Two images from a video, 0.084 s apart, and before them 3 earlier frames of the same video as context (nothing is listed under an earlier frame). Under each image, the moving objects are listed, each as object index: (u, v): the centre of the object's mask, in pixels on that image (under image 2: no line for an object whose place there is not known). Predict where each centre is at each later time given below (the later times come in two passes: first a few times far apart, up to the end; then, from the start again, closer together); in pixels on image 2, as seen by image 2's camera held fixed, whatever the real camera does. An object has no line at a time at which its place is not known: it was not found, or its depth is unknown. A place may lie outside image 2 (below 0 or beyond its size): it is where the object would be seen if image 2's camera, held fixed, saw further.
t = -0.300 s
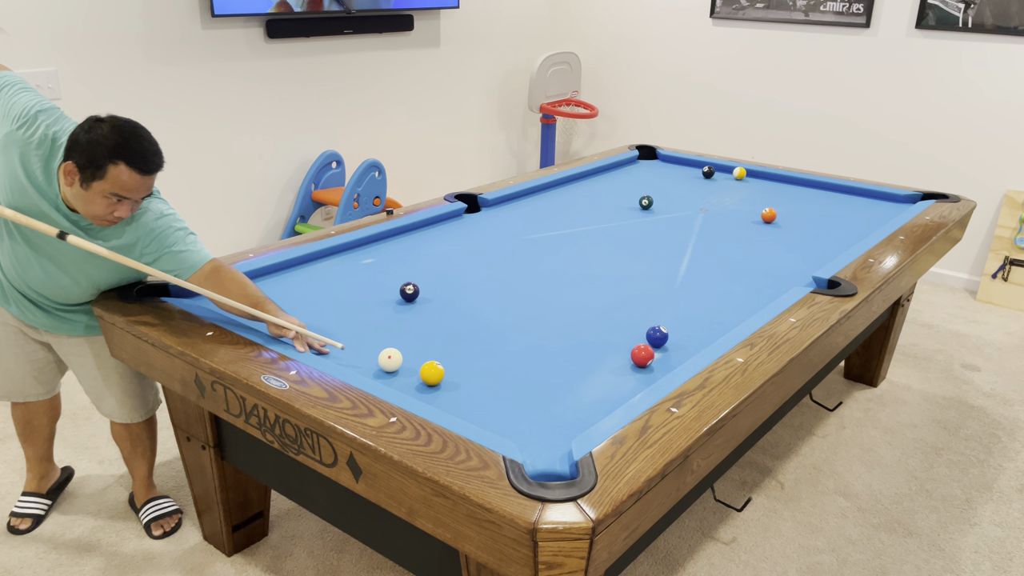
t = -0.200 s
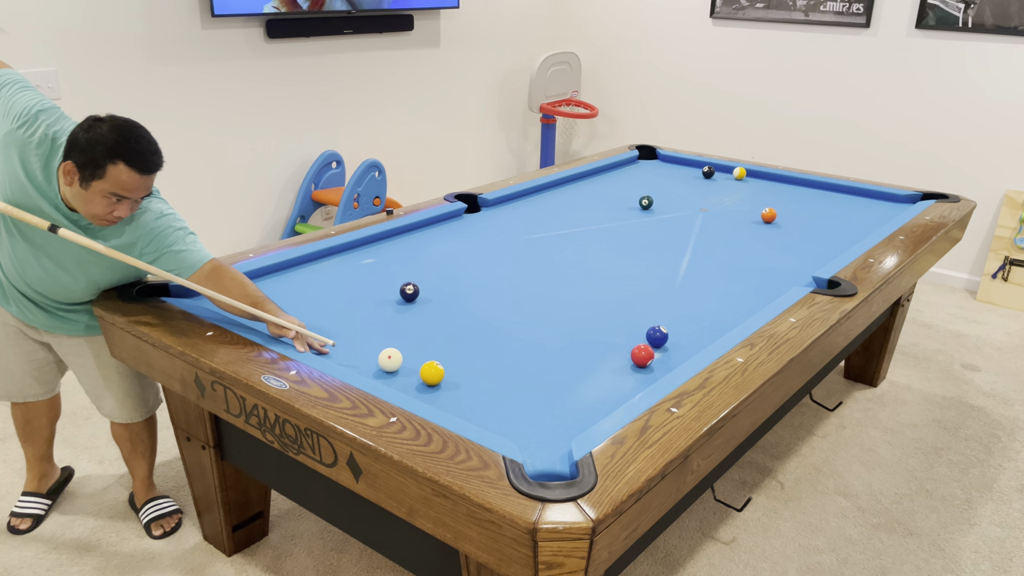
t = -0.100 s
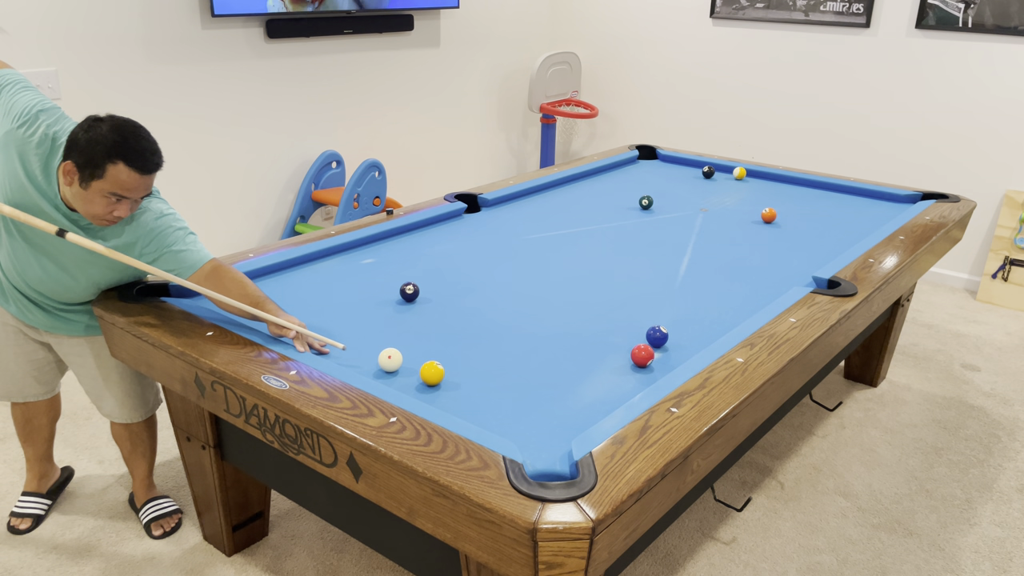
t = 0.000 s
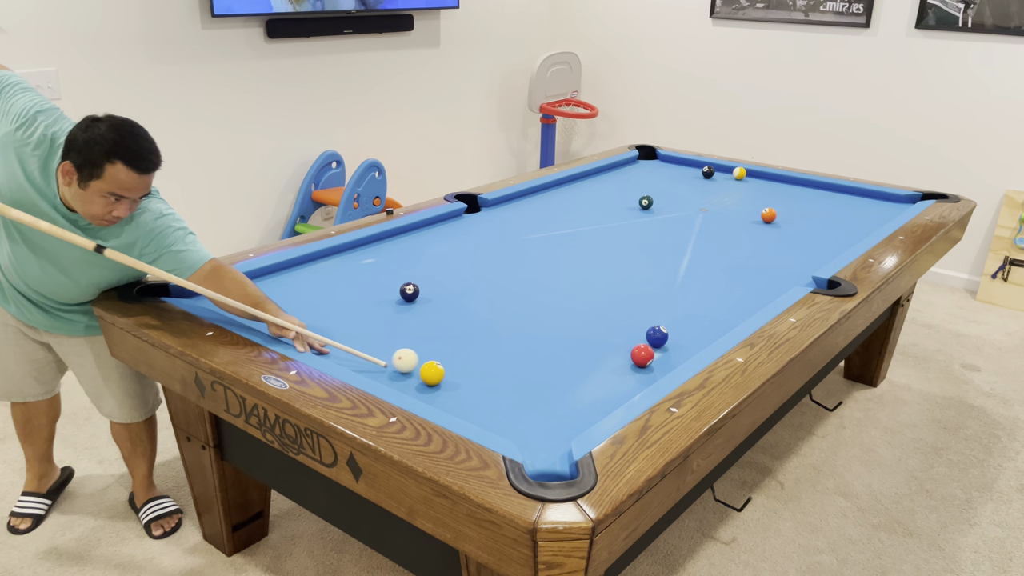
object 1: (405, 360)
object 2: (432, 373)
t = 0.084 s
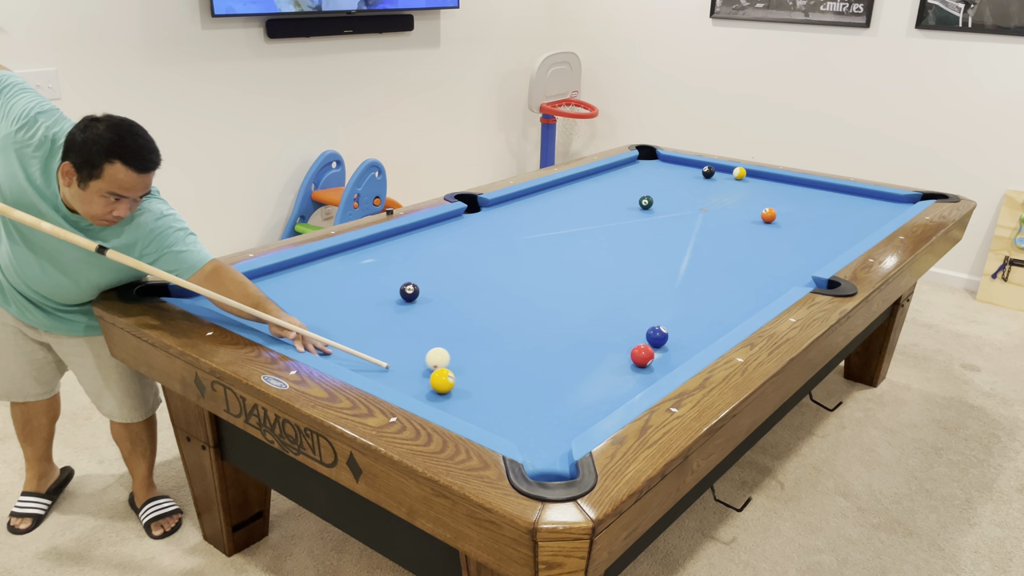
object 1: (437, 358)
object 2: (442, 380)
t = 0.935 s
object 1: (540, 318)
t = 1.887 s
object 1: (603, 287)
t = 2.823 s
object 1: (645, 267)
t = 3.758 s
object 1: (671, 255)
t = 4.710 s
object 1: (683, 248)
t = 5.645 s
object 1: (688, 247)
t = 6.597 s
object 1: (688, 248)
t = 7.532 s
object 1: (688, 248)
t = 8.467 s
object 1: (688, 248)
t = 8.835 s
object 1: (688, 248)
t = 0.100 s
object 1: (442, 358)
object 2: (445, 383)
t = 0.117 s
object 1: (446, 357)
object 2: (448, 385)
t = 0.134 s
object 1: (450, 356)
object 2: (451, 387)
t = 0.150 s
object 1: (454, 355)
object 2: (453, 389)
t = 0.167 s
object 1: (457, 354)
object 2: (456, 391)
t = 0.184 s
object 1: (461, 353)
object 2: (459, 392)
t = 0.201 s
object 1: (463, 352)
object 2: (461, 394)
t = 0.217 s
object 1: (466, 351)
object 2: (464, 396)
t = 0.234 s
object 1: (468, 350)
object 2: (467, 398)
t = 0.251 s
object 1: (470, 349)
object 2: (469, 400)
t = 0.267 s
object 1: (472, 348)
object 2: (472, 402)
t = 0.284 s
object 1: (474, 347)
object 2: (475, 404)
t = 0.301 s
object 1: (476, 347)
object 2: (478, 406)
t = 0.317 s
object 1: (478, 346)
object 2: (480, 408)
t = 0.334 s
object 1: (480, 345)
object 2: (483, 410)
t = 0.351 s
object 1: (482, 344)
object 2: (486, 412)
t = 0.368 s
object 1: (484, 343)
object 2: (489, 415)
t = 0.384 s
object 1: (486, 342)
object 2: (492, 417)
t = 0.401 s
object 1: (488, 341)
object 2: (495, 419)
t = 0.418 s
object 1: (490, 341)
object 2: (498, 421)
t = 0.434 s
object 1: (491, 340)
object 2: (500, 422)
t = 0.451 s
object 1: (493, 339)
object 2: (503, 425)
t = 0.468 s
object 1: (495, 338)
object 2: (507, 426)
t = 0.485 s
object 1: (497, 337)
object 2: (510, 428)
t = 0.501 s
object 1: (499, 337)
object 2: (513, 430)
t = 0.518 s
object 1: (500, 336)
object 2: (516, 432)
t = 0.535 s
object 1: (502, 335)
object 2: (519, 435)
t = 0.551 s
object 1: (504, 334)
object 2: (522, 437)
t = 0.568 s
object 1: (506, 333)
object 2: (525, 440)
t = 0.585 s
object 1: (507, 333)
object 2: (528, 442)
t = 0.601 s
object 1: (509, 332)
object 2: (531, 445)
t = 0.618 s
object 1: (511, 331)
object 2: (534, 447)
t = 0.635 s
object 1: (512, 330)
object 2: (537, 449)
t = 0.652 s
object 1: (514, 330)
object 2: (540, 452)
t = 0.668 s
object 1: (516, 329)
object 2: (543, 454)
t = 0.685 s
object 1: (517, 328)
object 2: (547, 457)
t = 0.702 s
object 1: (519, 328)
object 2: (550, 461)
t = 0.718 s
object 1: (520, 327)
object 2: (553, 465)
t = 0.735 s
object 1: (522, 326)
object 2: (556, 470)
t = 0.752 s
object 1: (523, 325)
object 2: (558, 474)
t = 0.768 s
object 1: (525, 325)
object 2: (560, 477)
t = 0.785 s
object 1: (526, 324)
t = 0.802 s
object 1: (528, 323)
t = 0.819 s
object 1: (529, 323)
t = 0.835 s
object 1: (531, 322)
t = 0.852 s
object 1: (532, 321)
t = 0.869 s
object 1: (534, 320)
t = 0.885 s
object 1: (535, 320)
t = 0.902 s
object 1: (537, 319)
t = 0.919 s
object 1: (538, 318)
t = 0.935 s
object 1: (540, 318)
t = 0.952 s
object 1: (541, 317)
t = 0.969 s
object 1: (542, 317)
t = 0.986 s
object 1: (544, 316)
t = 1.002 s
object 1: (545, 315)
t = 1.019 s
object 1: (546, 314)
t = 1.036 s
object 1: (548, 314)
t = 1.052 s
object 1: (549, 313)
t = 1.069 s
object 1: (550, 313)
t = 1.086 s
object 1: (552, 312)
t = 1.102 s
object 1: (553, 311)
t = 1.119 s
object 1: (554, 311)
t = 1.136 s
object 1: (556, 310)
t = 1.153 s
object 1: (557, 310)
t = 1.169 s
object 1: (558, 309)
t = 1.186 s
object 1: (559, 308)
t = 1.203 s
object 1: (561, 308)
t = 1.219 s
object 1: (562, 307)
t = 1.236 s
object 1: (563, 307)
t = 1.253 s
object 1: (564, 306)
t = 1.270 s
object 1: (565, 305)
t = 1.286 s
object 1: (566, 305)
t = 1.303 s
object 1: (568, 304)
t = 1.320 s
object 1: (569, 304)
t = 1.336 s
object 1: (570, 303)
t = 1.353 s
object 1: (571, 302)
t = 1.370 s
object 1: (572, 302)
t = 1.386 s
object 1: (573, 301)
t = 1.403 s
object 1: (574, 301)
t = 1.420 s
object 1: (576, 300)
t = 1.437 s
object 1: (577, 300)
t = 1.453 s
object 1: (578, 299)
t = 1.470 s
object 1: (579, 299)
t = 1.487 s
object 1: (580, 298)
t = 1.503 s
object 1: (581, 298)
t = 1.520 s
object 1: (582, 297)
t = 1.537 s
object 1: (583, 297)
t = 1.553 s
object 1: (584, 296)
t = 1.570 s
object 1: (585, 296)
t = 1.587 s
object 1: (586, 295)
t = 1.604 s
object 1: (587, 294)
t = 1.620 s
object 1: (588, 294)
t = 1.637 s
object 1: (589, 294)
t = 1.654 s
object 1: (590, 293)
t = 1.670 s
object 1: (591, 293)
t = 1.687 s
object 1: (592, 292)
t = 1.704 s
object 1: (593, 292)
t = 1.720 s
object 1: (594, 291)
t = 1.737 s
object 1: (595, 291)
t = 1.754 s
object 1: (596, 290)
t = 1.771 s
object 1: (597, 290)
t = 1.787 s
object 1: (598, 289)
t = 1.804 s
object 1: (599, 289)
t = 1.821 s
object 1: (600, 289)
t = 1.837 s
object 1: (601, 288)
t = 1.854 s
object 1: (602, 287)
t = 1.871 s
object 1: (603, 287)
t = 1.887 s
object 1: (603, 287)
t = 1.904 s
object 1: (604, 286)
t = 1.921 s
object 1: (605, 286)
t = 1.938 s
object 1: (606, 285)
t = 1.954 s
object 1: (607, 285)
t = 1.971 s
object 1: (608, 284)
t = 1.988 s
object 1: (609, 284)
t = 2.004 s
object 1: (609, 283)
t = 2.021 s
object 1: (610, 283)
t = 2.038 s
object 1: (611, 283)
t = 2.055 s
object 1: (612, 282)
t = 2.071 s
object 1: (613, 282)
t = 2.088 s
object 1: (614, 282)
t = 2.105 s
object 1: (614, 281)
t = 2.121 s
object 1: (615, 281)
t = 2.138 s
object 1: (616, 280)
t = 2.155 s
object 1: (617, 280)
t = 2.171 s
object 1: (617, 280)
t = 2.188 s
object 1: (618, 279)
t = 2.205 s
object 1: (619, 279)
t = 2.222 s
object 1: (620, 279)
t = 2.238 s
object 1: (621, 278)
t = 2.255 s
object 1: (621, 278)
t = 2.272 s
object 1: (622, 277)
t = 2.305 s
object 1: (624, 277)
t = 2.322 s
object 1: (625, 276)
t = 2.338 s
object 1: (625, 276)
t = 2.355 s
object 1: (626, 276)
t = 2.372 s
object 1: (627, 275)
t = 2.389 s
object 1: (628, 275)
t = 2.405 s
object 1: (628, 275)
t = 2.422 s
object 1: (629, 274)
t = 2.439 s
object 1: (630, 274)
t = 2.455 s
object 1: (631, 274)
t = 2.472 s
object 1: (631, 273)
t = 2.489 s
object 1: (632, 273)
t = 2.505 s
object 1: (633, 273)
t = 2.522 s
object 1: (633, 272)
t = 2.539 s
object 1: (634, 272)
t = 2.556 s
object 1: (635, 272)
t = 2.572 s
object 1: (635, 271)
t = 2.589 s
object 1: (636, 271)
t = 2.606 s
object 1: (637, 270)
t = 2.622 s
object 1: (637, 270)
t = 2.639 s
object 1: (638, 270)
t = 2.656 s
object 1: (639, 270)
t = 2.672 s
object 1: (639, 269)
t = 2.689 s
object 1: (640, 269)
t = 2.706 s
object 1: (641, 269)
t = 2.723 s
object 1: (641, 269)
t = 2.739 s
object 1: (642, 268)
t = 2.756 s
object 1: (642, 268)
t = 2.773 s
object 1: (643, 268)
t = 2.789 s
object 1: (643, 267)
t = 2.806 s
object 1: (644, 267)
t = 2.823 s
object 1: (645, 267)
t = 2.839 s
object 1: (645, 266)
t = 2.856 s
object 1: (646, 266)
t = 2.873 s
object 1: (647, 266)
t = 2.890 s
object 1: (647, 266)
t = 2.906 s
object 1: (648, 265)
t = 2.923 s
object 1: (648, 265)
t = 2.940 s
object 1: (649, 265)
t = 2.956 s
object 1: (650, 265)
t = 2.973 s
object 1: (650, 265)
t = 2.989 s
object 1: (651, 264)
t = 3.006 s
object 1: (651, 264)
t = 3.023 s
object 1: (652, 264)
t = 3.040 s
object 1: (652, 263)
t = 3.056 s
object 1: (653, 263)
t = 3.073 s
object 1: (653, 263)
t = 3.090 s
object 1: (654, 263)
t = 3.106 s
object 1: (654, 263)
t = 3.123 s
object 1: (655, 262)
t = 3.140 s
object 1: (655, 262)
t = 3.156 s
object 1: (656, 262)
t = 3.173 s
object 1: (657, 262)
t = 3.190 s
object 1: (657, 261)
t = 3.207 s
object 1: (658, 261)
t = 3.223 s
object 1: (658, 261)
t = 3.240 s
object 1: (658, 261)
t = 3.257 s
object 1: (659, 260)
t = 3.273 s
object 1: (659, 260)
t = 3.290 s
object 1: (660, 260)
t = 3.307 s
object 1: (661, 260)
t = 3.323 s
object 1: (661, 260)
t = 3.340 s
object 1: (662, 260)
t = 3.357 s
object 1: (662, 259)
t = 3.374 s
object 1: (662, 259)
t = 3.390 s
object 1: (663, 259)
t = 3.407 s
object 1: (663, 259)
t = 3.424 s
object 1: (664, 259)
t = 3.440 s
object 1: (664, 258)
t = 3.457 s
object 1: (664, 258)
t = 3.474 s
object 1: (665, 258)
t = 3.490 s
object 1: (665, 258)
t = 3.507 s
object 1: (666, 257)
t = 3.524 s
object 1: (666, 257)
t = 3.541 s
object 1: (667, 257)
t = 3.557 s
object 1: (667, 257)
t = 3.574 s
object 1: (667, 257)
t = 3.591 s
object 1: (668, 257)
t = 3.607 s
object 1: (668, 256)
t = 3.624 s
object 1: (668, 256)
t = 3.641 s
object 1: (669, 256)
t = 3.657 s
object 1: (669, 256)
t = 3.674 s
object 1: (669, 256)
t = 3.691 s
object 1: (670, 256)
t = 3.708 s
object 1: (670, 255)
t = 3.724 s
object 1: (670, 255)
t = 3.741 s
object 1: (671, 255)
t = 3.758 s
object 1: (671, 255)
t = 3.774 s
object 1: (671, 255)
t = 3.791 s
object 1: (672, 255)
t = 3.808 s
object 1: (672, 254)
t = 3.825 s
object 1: (672, 254)
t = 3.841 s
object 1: (672, 254)
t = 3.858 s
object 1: (673, 254)
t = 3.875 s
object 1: (673, 254)
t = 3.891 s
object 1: (673, 253)
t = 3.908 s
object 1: (674, 253)
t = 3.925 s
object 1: (674, 253)
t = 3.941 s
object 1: (674, 253)
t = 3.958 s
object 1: (674, 253)
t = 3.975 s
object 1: (675, 253)
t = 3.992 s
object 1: (675, 253)
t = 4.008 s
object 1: (675, 253)
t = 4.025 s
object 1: (676, 252)
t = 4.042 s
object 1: (676, 252)
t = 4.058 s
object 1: (676, 252)
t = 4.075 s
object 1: (676, 252)
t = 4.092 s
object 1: (676, 252)
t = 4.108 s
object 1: (677, 252)
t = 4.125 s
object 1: (677, 252)
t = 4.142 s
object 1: (677, 251)
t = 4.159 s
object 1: (677, 251)
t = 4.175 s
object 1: (678, 251)
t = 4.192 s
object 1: (678, 251)
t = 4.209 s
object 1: (678, 251)
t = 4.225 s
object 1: (678, 251)
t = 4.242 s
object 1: (678, 251)
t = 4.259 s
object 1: (679, 251)
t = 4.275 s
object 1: (679, 251)
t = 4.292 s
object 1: (679, 250)
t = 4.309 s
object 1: (679, 250)
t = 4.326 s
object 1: (680, 250)
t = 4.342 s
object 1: (680, 250)
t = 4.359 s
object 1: (680, 250)
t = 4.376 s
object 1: (680, 250)
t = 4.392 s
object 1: (680, 250)
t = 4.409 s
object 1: (680, 250)
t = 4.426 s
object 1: (681, 250)
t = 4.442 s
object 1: (681, 250)
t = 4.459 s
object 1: (681, 250)
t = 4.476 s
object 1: (681, 249)
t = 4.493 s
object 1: (681, 249)
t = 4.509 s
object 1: (681, 249)
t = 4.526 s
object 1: (681, 249)
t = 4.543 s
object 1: (682, 249)
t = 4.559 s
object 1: (682, 249)
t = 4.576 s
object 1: (682, 249)
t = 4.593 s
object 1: (682, 249)
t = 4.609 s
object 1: (682, 249)
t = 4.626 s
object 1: (682, 249)
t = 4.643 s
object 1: (683, 249)
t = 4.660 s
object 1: (683, 249)
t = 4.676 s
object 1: (683, 249)
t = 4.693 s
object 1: (683, 248)
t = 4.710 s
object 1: (683, 248)
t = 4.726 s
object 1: (683, 248)
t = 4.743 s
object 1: (684, 248)
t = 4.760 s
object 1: (684, 248)
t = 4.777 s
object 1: (684, 248)
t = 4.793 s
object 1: (684, 248)
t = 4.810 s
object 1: (684, 248)
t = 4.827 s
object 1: (684, 248)
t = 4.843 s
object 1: (684, 248)
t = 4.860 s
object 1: (684, 248)
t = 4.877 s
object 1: (684, 248)
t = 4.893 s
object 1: (685, 248)
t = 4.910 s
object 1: (685, 248)
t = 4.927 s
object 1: (685, 248)
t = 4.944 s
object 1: (685, 248)
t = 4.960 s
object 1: (685, 247)
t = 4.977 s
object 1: (685, 247)
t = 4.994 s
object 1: (685, 247)
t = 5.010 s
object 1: (685, 247)
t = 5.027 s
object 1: (686, 247)
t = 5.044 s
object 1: (686, 247)
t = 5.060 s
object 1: (686, 247)
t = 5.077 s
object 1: (686, 247)
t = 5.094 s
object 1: (686, 247)
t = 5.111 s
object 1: (686, 247)
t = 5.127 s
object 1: (686, 247)
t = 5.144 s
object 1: (686, 247)
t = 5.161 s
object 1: (686, 247)
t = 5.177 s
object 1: (686, 247)
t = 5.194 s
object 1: (686, 247)
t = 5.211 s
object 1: (687, 247)
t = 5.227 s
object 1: (687, 247)
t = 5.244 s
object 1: (687, 247)
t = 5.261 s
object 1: (687, 247)
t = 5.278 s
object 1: (687, 247)
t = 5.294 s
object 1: (687, 247)
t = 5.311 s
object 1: (687, 247)
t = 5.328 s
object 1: (687, 247)
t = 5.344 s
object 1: (687, 247)
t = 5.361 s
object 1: (687, 247)
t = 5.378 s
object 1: (687, 247)
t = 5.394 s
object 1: (687, 247)
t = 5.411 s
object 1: (688, 247)
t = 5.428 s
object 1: (688, 247)
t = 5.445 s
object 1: (688, 247)
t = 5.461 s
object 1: (688, 247)
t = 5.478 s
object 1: (688, 247)
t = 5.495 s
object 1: (688, 247)
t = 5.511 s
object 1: (688, 247)
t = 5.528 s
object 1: (688, 247)
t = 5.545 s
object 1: (688, 247)
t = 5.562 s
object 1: (688, 247)
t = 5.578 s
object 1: (688, 247)
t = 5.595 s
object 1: (688, 247)
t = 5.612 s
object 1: (688, 247)
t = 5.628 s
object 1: (688, 247)
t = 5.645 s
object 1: (688, 247)
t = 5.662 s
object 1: (688, 247)
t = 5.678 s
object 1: (688, 247)
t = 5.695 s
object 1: (688, 247)
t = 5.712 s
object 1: (688, 247)
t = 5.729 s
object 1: (688, 247)
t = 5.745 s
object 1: (688, 247)
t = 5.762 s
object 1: (688, 247)
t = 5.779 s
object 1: (688, 247)
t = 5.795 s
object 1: (688, 247)
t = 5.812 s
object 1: (688, 247)
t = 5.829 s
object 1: (688, 247)
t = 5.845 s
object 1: (688, 247)
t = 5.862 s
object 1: (688, 247)
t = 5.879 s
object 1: (688, 247)
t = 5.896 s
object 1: (688, 247)
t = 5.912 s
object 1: (688, 247)
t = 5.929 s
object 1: (688, 247)
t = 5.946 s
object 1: (688, 247)
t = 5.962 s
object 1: (688, 247)
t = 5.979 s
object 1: (688, 247)
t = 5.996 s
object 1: (688, 247)
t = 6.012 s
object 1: (688, 247)
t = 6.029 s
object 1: (688, 247)
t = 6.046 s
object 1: (688, 247)
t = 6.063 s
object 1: (688, 247)
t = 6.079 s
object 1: (688, 247)
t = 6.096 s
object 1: (688, 247)
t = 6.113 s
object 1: (688, 247)
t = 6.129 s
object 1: (688, 247)
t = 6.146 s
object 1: (688, 247)
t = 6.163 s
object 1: (688, 247)
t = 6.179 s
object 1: (688, 247)
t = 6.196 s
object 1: (688, 247)
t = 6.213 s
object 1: (688, 247)
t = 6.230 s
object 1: (688, 247)
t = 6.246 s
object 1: (688, 248)
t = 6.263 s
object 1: (688, 247)
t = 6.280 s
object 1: (688, 247)
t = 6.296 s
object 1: (688, 247)
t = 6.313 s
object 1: (688, 247)
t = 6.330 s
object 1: (688, 248)
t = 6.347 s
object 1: (688, 247)
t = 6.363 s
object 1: (688, 247)
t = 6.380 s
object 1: (688, 247)
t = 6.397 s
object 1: (688, 248)
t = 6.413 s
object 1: (688, 248)
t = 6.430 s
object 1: (688, 248)
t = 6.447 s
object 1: (688, 248)
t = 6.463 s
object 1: (688, 248)
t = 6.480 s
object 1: (688, 248)
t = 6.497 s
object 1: (688, 248)
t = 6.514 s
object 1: (688, 248)
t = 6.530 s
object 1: (688, 248)
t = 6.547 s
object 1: (688, 248)
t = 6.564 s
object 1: (688, 248)
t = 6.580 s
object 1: (688, 248)
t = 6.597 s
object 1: (688, 248)
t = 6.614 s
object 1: (688, 248)
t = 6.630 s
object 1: (688, 248)
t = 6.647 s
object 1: (688, 248)
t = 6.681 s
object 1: (688, 248)
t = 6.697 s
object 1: (688, 248)
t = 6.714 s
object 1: (688, 248)
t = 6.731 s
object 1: (688, 248)
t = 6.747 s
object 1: (688, 248)
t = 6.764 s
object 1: (688, 248)
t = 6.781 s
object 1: (688, 248)
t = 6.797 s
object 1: (688, 248)
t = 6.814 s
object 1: (688, 248)
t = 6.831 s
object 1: (688, 248)
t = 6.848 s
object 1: (688, 248)
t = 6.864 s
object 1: (688, 248)
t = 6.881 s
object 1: (688, 248)
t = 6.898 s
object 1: (688, 248)
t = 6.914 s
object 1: (688, 248)
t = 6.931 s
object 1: (688, 248)
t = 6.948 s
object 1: (688, 248)
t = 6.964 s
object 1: (688, 248)
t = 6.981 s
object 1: (688, 248)
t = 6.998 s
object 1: (688, 248)
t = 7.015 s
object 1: (688, 248)
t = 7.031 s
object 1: (688, 248)
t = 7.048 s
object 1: (688, 248)
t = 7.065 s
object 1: (688, 248)
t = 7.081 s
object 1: (688, 248)
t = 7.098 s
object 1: (688, 248)
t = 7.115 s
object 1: (688, 248)
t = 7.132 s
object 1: (688, 248)
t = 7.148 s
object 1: (688, 248)
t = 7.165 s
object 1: (688, 248)
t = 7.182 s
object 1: (688, 248)
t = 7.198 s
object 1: (688, 248)
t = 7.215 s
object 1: (688, 248)
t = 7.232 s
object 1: (688, 248)
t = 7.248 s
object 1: (688, 248)
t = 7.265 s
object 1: (688, 248)
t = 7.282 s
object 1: (688, 248)
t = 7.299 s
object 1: (688, 248)
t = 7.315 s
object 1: (688, 248)
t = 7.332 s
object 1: (688, 248)
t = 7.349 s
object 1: (688, 248)
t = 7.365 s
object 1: (688, 248)
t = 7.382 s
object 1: (688, 248)
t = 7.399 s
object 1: (688, 248)
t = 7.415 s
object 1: (688, 248)
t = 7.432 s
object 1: (688, 248)
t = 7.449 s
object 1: (688, 248)
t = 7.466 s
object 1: (688, 248)
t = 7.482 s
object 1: (688, 248)
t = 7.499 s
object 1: (688, 248)
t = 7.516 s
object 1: (688, 248)
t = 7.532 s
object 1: (688, 248)
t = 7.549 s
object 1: (688, 248)
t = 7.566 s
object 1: (688, 248)
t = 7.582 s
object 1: (688, 248)
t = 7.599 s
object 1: (688, 248)
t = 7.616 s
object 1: (688, 248)
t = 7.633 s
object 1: (688, 248)
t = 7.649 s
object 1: (688, 248)
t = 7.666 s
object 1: (688, 248)
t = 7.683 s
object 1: (688, 248)
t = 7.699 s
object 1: (688, 248)
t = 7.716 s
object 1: (688, 248)
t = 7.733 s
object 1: (688, 248)
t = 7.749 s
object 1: (688, 248)
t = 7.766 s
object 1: (688, 248)
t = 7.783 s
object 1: (688, 248)
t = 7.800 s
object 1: (688, 248)
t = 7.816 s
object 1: (688, 248)
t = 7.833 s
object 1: (688, 248)
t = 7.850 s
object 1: (688, 248)
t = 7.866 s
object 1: (688, 248)
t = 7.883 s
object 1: (688, 248)
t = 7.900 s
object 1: (688, 248)
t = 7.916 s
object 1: (688, 248)
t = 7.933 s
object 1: (688, 248)
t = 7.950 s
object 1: (688, 248)
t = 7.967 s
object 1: (688, 248)
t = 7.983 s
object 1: (688, 248)
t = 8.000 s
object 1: (688, 248)
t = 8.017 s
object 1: (688, 248)
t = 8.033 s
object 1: (688, 248)
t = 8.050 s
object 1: (688, 248)
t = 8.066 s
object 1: (688, 248)
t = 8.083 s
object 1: (688, 248)
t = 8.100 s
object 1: (688, 248)
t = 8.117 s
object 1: (688, 248)
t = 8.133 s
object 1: (688, 248)
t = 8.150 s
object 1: (688, 248)
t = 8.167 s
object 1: (688, 248)
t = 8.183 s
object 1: (688, 248)
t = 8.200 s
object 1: (688, 248)
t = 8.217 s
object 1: (688, 248)
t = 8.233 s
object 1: (688, 248)
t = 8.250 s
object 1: (688, 248)
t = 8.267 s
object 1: (688, 248)
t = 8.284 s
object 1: (688, 248)
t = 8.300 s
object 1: (688, 248)
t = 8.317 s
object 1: (688, 248)
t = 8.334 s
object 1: (688, 248)
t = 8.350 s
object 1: (688, 248)
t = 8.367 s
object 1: (688, 248)
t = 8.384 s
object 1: (688, 248)
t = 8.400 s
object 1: (688, 248)
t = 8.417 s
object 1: (688, 248)
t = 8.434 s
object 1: (688, 248)
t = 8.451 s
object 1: (688, 248)
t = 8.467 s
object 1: (688, 248)
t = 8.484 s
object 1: (688, 248)
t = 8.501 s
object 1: (688, 248)
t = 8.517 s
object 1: (688, 248)
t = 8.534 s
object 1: (688, 248)
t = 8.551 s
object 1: (688, 248)
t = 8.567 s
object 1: (688, 248)
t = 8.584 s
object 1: (688, 248)
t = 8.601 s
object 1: (688, 248)
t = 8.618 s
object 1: (688, 248)
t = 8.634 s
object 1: (688, 248)
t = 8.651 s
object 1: (688, 248)
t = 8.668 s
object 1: (688, 248)
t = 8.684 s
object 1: (688, 248)
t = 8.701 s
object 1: (688, 248)
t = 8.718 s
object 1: (688, 248)
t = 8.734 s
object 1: (688, 248)
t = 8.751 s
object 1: (688, 248)
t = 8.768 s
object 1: (688, 248)
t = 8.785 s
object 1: (688, 248)
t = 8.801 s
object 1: (688, 248)
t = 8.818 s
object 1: (688, 248)
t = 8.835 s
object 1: (688, 248)
